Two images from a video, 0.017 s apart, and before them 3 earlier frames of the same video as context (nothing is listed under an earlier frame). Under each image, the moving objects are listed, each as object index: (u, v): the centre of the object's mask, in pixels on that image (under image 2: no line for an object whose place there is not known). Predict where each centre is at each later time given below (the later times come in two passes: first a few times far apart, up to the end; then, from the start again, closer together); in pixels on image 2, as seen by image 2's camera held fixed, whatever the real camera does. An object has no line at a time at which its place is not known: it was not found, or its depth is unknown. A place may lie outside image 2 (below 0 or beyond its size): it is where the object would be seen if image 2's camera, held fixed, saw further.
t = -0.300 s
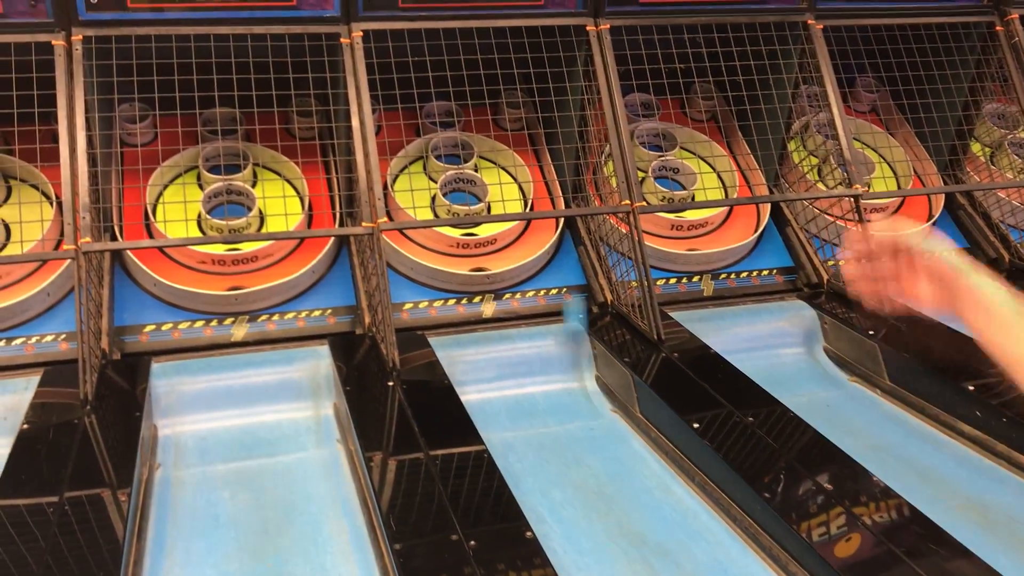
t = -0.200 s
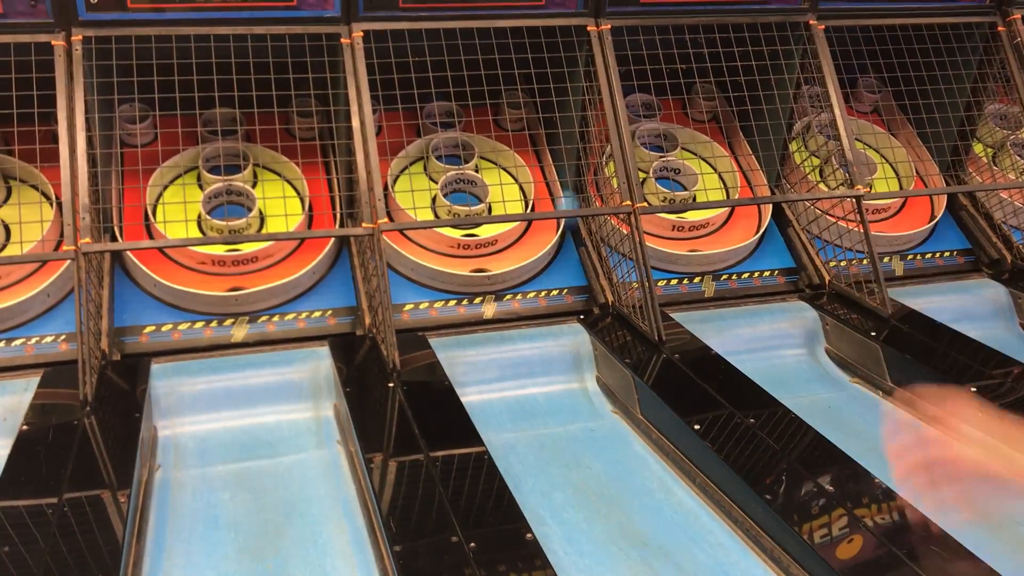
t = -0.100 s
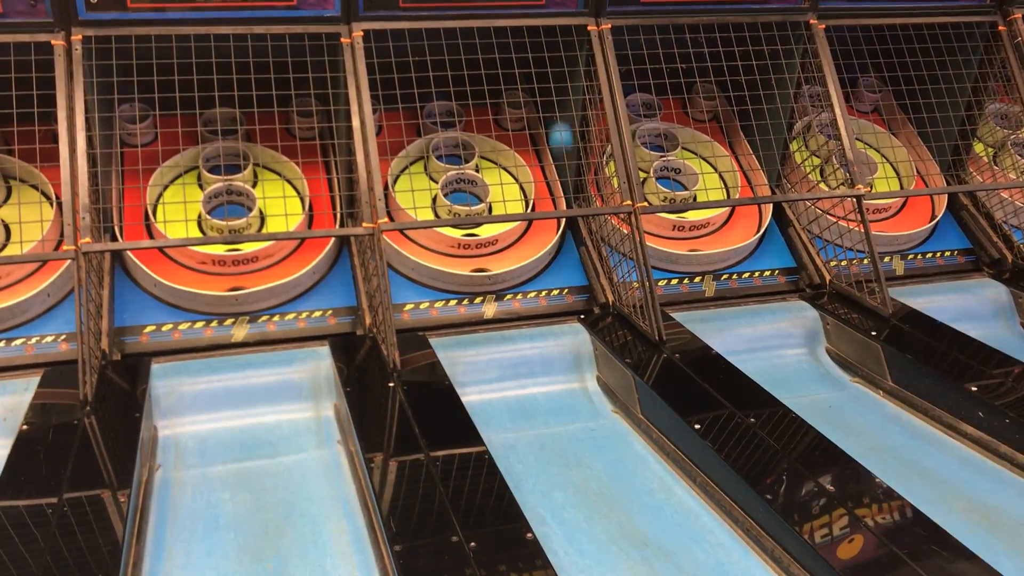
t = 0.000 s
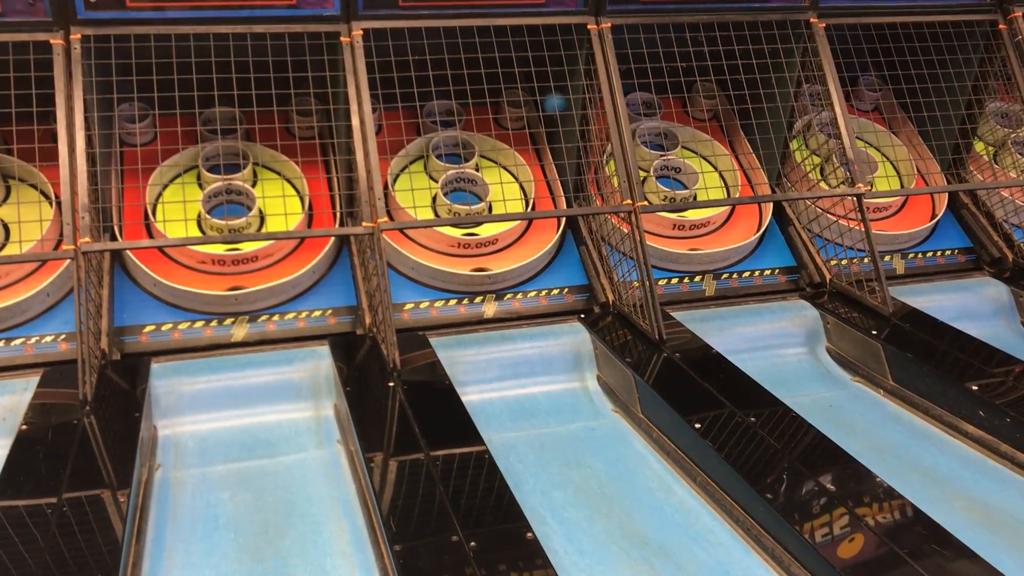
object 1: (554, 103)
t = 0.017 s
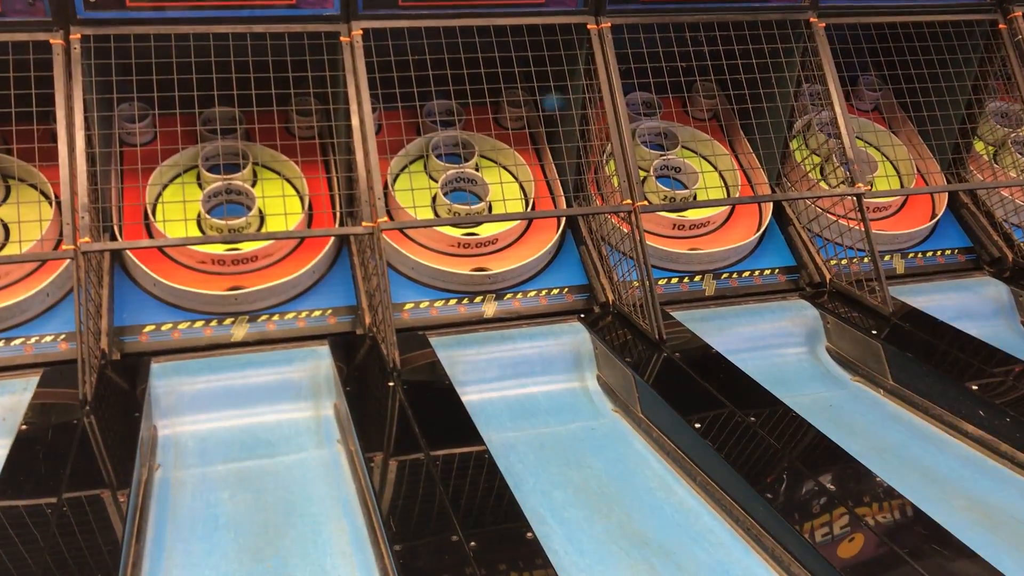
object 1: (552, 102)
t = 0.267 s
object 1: (519, 123)
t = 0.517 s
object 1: (553, 178)
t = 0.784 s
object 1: (549, 299)
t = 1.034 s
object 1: (520, 349)
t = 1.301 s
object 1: (510, 454)
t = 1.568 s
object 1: (558, 546)
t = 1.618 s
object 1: (566, 557)
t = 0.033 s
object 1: (548, 99)
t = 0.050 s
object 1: (546, 99)
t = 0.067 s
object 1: (545, 100)
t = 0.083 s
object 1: (541, 105)
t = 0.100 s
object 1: (534, 106)
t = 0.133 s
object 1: (532, 107)
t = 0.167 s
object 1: (522, 122)
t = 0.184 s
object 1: (519, 123)
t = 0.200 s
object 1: (519, 124)
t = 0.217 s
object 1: (518, 123)
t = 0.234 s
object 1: (518, 123)
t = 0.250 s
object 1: (519, 123)
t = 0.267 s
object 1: (519, 123)
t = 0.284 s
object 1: (520, 123)
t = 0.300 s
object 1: (522, 123)
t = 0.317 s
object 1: (522, 123)
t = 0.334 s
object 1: (523, 124)
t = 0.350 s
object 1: (526, 128)
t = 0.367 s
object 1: (526, 132)
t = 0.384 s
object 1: (528, 137)
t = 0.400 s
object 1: (528, 140)
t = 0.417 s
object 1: (531, 146)
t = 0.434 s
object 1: (532, 151)
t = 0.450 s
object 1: (538, 155)
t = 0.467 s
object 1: (539, 159)
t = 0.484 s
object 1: (545, 164)
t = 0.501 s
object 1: (548, 171)
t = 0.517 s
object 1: (553, 178)
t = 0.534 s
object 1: (556, 185)
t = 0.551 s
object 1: (558, 193)
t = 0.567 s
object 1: (558, 196)
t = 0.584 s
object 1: (559, 202)
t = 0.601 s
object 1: (558, 203)
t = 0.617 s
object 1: (558, 224)
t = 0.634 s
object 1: (559, 225)
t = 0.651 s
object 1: (558, 233)
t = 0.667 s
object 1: (558, 235)
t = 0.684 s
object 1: (560, 245)
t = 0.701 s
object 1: (556, 253)
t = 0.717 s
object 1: (559, 269)
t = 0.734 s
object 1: (554, 271)
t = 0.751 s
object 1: (554, 301)
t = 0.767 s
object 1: (552, 300)
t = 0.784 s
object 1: (549, 299)
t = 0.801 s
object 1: (548, 297)
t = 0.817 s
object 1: (545, 294)
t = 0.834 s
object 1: (544, 293)
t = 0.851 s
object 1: (542, 293)
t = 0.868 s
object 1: (539, 293)
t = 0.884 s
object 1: (537, 294)
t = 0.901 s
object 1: (536, 296)
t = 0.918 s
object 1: (533, 304)
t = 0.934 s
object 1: (532, 305)
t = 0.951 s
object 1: (530, 310)
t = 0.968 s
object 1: (528, 314)
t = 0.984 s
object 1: (525, 327)
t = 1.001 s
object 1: (525, 328)
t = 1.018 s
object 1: (522, 339)
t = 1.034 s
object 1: (520, 349)
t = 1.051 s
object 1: (518, 366)
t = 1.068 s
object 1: (516, 376)
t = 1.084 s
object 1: (515, 389)
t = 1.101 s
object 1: (515, 392)
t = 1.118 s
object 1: (515, 399)
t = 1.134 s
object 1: (515, 404)
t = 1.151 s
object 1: (514, 410)
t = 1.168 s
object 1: (514, 416)
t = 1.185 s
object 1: (513, 421)
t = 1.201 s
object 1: (513, 423)
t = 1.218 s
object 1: (512, 429)
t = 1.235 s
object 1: (512, 432)
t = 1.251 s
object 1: (511, 438)
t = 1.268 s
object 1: (511, 443)
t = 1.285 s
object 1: (510, 449)
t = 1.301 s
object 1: (510, 454)
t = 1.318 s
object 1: (510, 458)
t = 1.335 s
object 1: (511, 464)
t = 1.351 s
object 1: (512, 468)
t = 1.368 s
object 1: (513, 474)
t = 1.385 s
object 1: (517, 481)
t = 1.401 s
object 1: (520, 485)
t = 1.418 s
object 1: (522, 490)
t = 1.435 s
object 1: (526, 495)
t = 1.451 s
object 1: (531, 502)
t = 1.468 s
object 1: (533, 507)
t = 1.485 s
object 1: (540, 517)
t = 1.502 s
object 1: (542, 520)
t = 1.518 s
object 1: (547, 527)
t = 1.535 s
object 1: (550, 533)
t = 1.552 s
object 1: (554, 540)
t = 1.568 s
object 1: (558, 546)
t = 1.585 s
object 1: (560, 548)
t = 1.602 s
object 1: (566, 554)
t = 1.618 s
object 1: (566, 557)
